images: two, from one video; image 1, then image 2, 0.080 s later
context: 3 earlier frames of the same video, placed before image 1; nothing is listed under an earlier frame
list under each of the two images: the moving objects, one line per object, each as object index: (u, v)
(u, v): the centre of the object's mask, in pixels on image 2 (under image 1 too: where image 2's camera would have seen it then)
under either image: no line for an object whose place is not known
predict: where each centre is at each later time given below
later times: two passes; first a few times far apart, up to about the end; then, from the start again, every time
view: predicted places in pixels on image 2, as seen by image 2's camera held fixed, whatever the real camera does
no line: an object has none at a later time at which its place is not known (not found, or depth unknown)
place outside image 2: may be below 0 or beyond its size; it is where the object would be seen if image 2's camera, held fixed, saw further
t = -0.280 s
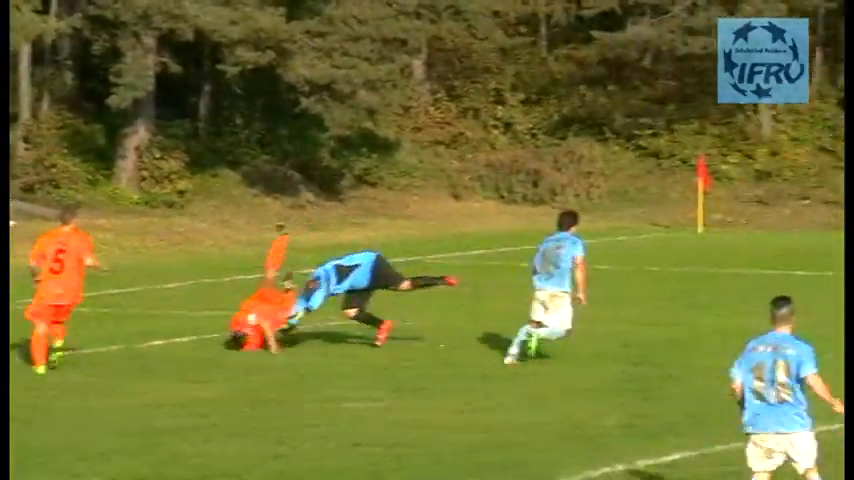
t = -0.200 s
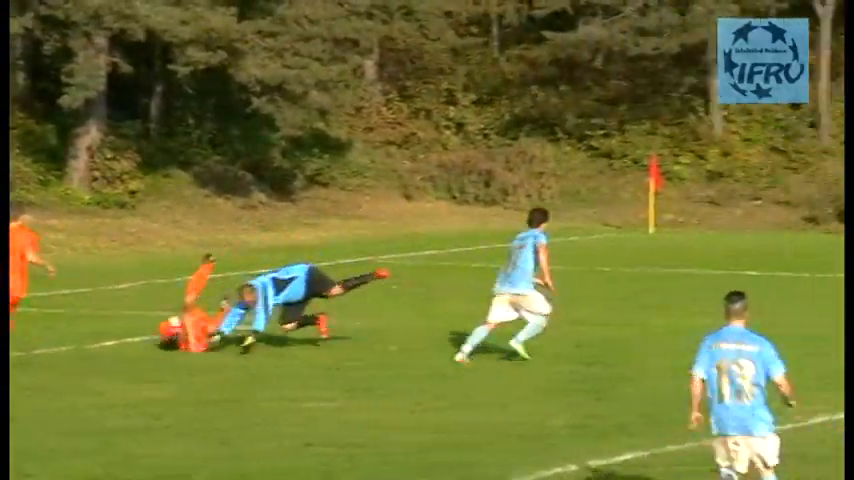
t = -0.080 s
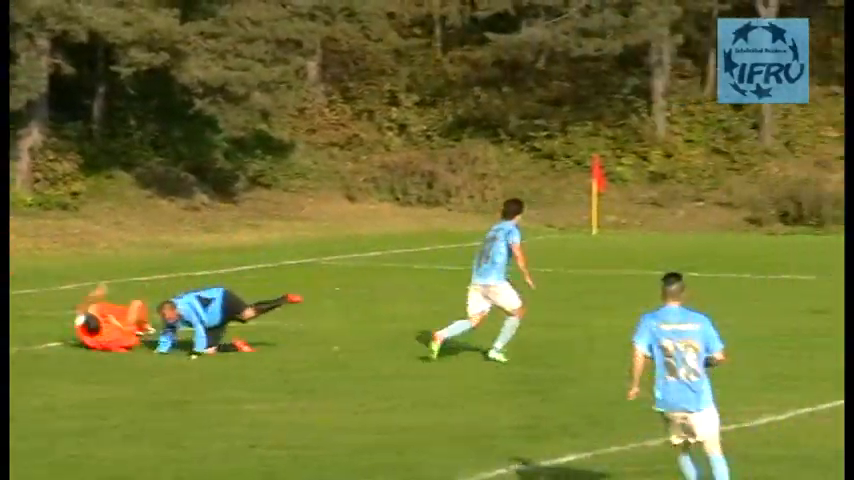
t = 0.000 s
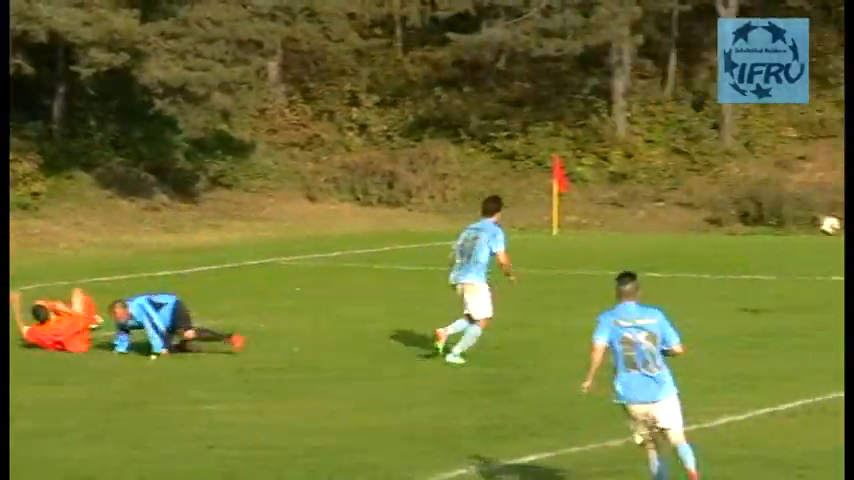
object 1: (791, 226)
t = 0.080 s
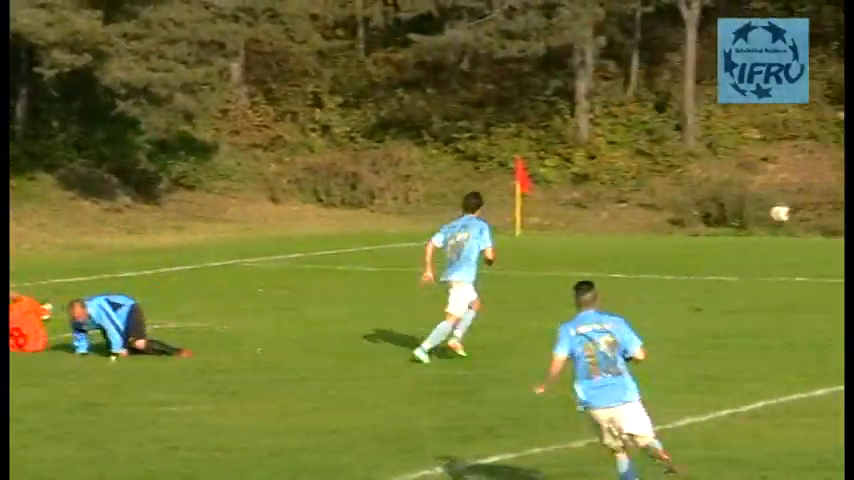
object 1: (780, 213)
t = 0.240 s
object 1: (758, 203)
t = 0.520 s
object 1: (718, 243)
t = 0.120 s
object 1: (775, 208)
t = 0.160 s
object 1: (770, 205)
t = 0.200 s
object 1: (764, 204)
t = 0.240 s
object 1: (758, 203)
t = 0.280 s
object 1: (752, 205)
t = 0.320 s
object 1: (746, 208)
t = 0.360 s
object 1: (741, 211)
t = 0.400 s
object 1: (735, 218)
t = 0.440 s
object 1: (730, 224)
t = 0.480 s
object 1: (724, 233)
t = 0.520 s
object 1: (718, 243)
